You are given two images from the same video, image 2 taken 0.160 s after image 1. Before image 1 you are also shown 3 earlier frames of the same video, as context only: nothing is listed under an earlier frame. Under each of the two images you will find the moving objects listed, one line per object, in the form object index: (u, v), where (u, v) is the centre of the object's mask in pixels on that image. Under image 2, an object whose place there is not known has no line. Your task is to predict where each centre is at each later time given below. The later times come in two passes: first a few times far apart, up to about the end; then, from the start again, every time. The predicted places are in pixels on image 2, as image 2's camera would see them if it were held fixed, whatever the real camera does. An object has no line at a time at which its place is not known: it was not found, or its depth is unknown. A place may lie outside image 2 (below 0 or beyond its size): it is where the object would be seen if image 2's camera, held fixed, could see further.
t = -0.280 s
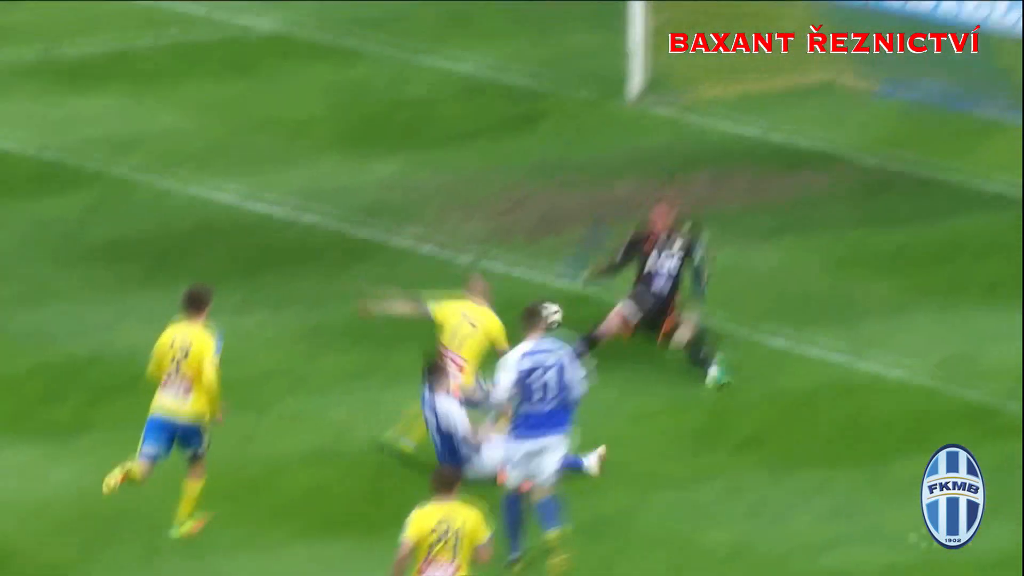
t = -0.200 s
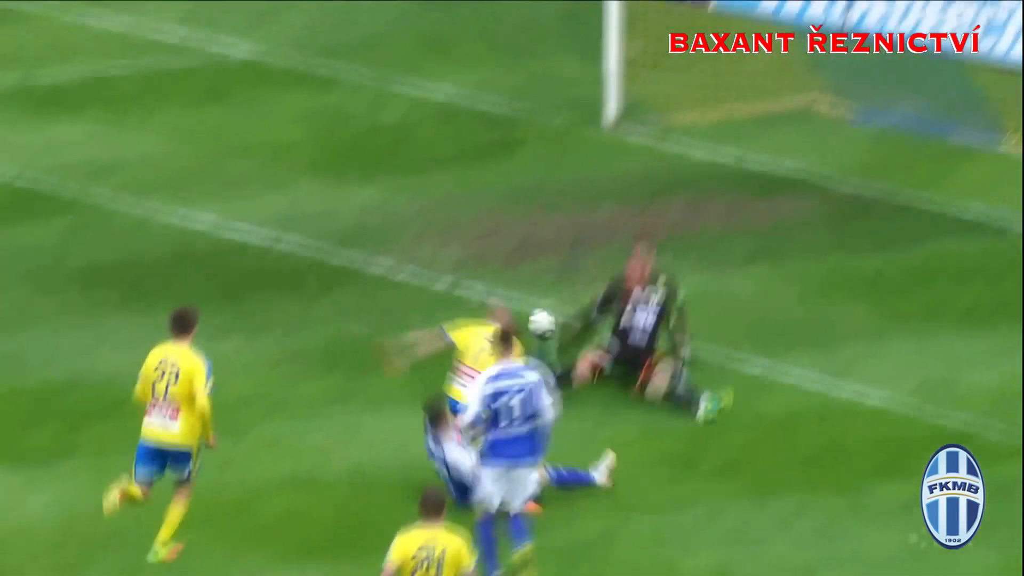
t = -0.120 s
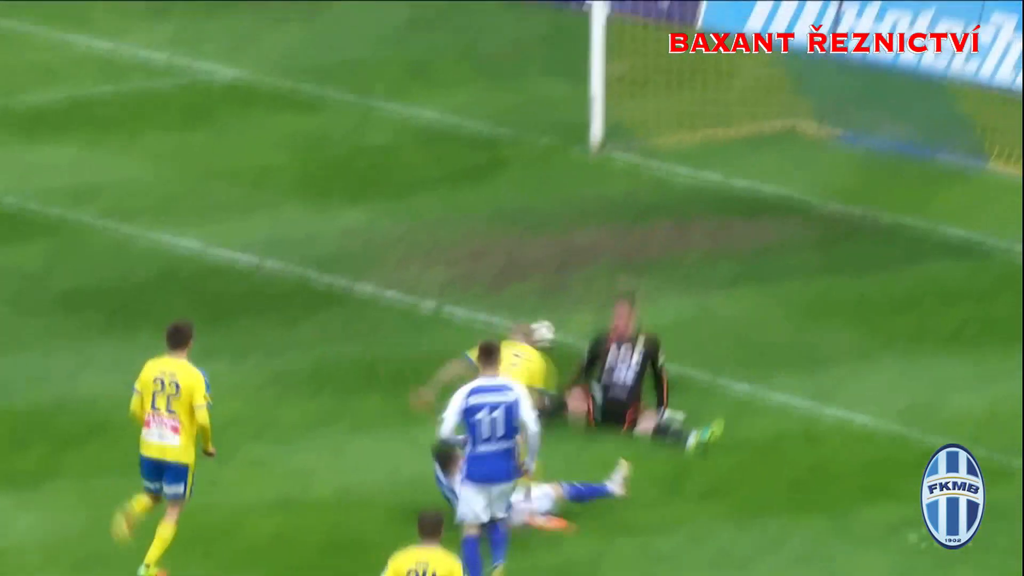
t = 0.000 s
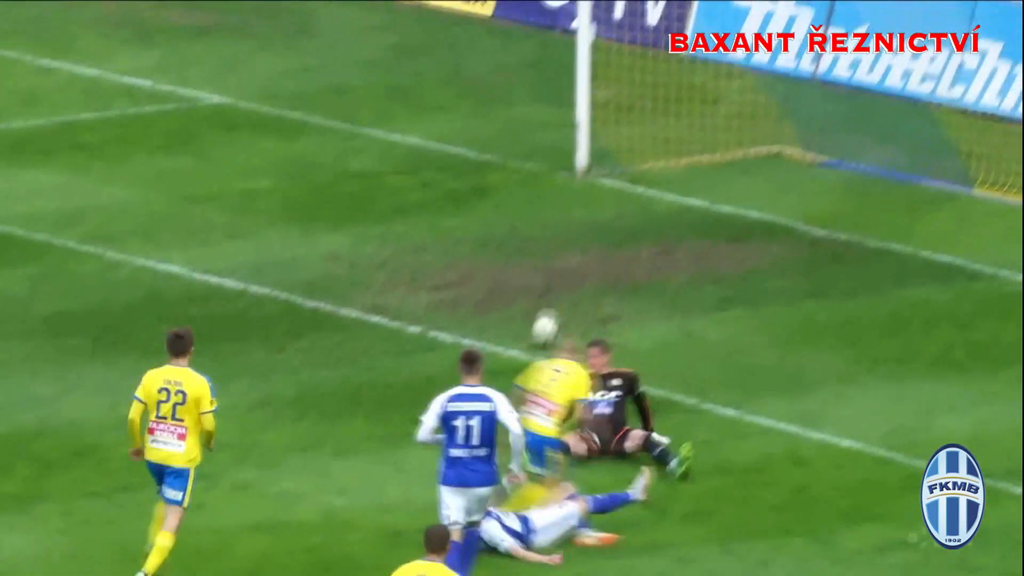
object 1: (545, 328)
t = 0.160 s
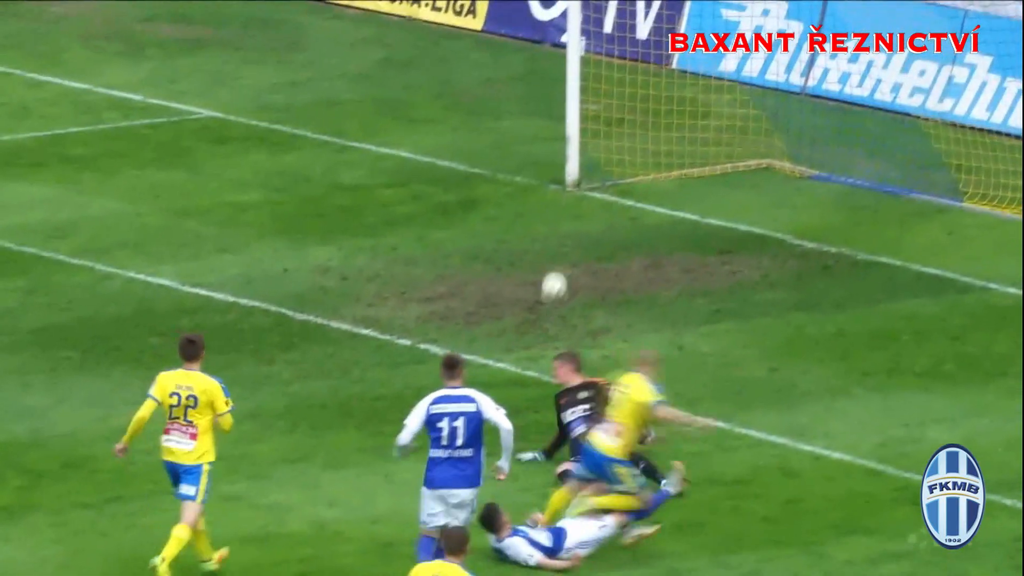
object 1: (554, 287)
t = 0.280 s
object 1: (565, 261)
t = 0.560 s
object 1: (582, 223)
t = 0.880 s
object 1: (592, 161)
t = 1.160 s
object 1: (669, 137)
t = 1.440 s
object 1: (780, 138)
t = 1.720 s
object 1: (876, 157)
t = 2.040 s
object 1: (951, 162)
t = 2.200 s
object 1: (973, 176)
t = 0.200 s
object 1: (558, 277)
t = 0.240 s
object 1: (562, 269)
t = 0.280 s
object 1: (565, 261)
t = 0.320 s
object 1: (568, 254)
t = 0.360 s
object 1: (571, 250)
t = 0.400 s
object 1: (574, 246)
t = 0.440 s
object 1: (576, 244)
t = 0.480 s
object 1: (577, 242)
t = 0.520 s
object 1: (580, 235)
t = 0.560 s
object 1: (582, 223)
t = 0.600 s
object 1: (584, 212)
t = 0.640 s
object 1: (585, 201)
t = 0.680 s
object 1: (586, 191)
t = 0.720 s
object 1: (589, 182)
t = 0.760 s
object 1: (589, 178)
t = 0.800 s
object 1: (590, 171)
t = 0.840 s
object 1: (591, 165)
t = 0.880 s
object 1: (592, 161)
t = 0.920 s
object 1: (595, 158)
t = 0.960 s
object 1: (601, 155)
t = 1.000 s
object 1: (612, 150)
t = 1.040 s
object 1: (626, 147)
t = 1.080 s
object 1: (640, 143)
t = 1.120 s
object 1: (655, 140)
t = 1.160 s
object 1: (669, 137)
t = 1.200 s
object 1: (685, 134)
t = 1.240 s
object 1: (701, 133)
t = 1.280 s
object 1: (717, 133)
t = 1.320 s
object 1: (733, 134)
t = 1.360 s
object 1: (748, 133)
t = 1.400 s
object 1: (764, 135)
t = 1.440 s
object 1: (780, 138)
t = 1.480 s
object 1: (793, 140)
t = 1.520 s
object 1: (809, 144)
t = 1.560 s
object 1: (822, 148)
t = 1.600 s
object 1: (837, 151)
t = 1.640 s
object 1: (852, 155)
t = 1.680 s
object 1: (864, 157)
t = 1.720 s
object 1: (876, 157)
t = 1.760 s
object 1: (887, 155)
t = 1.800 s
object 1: (898, 154)
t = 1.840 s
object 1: (909, 154)
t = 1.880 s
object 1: (917, 155)
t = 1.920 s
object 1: (926, 157)
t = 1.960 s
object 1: (936, 157)
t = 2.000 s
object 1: (943, 161)
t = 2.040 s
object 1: (951, 162)
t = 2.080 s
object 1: (957, 166)
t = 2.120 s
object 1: (963, 169)
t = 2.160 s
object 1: (968, 173)
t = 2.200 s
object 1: (973, 176)
